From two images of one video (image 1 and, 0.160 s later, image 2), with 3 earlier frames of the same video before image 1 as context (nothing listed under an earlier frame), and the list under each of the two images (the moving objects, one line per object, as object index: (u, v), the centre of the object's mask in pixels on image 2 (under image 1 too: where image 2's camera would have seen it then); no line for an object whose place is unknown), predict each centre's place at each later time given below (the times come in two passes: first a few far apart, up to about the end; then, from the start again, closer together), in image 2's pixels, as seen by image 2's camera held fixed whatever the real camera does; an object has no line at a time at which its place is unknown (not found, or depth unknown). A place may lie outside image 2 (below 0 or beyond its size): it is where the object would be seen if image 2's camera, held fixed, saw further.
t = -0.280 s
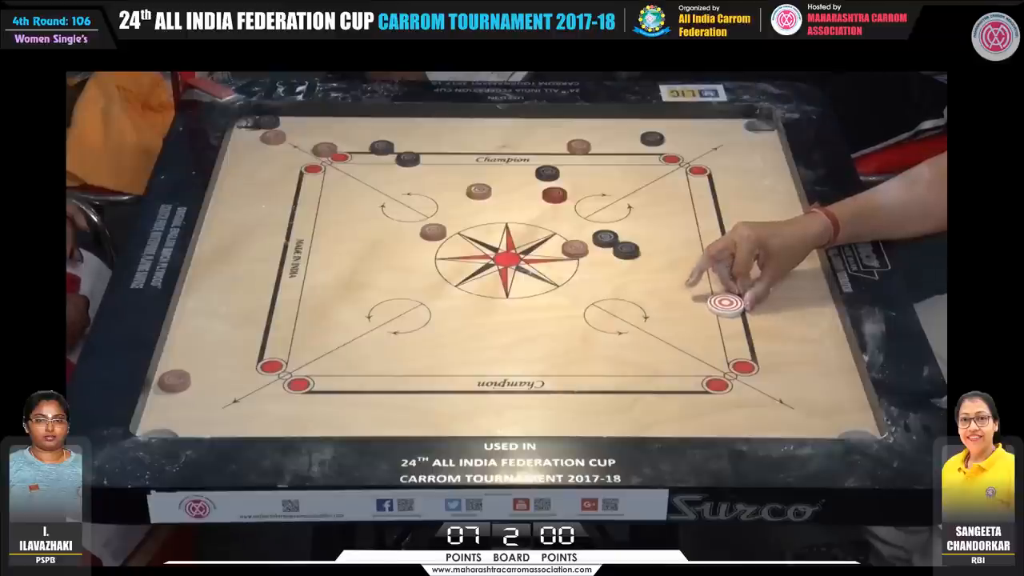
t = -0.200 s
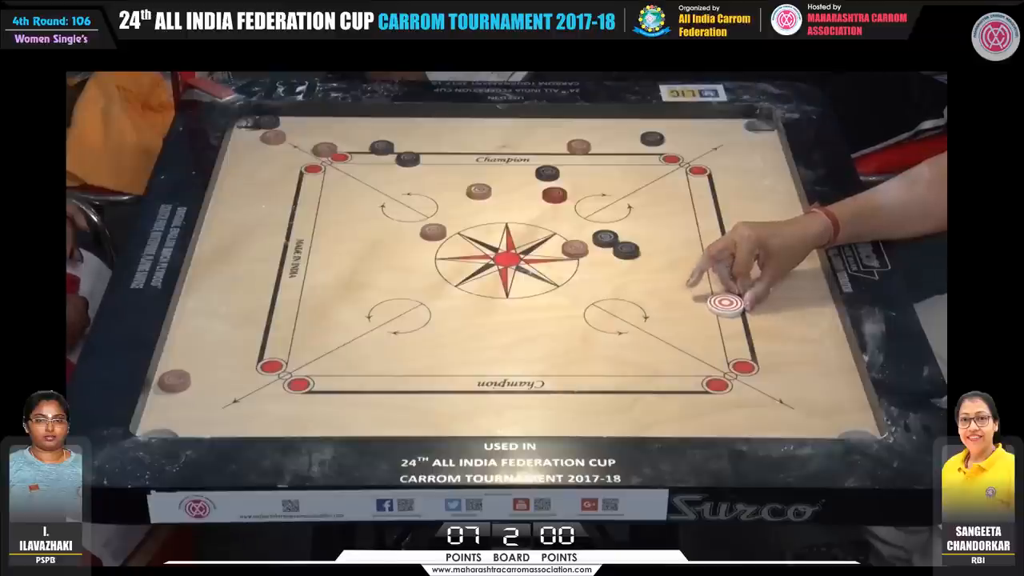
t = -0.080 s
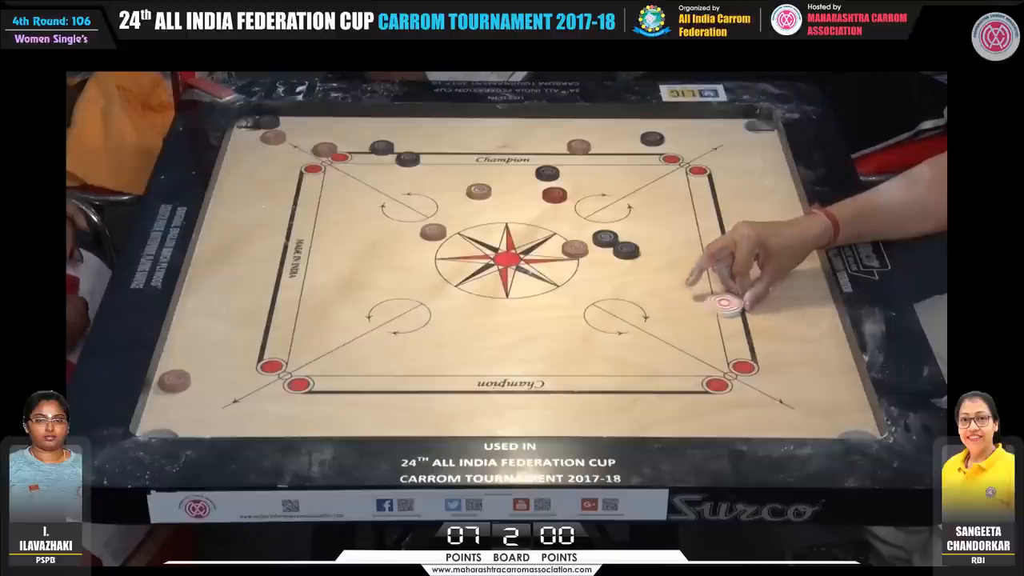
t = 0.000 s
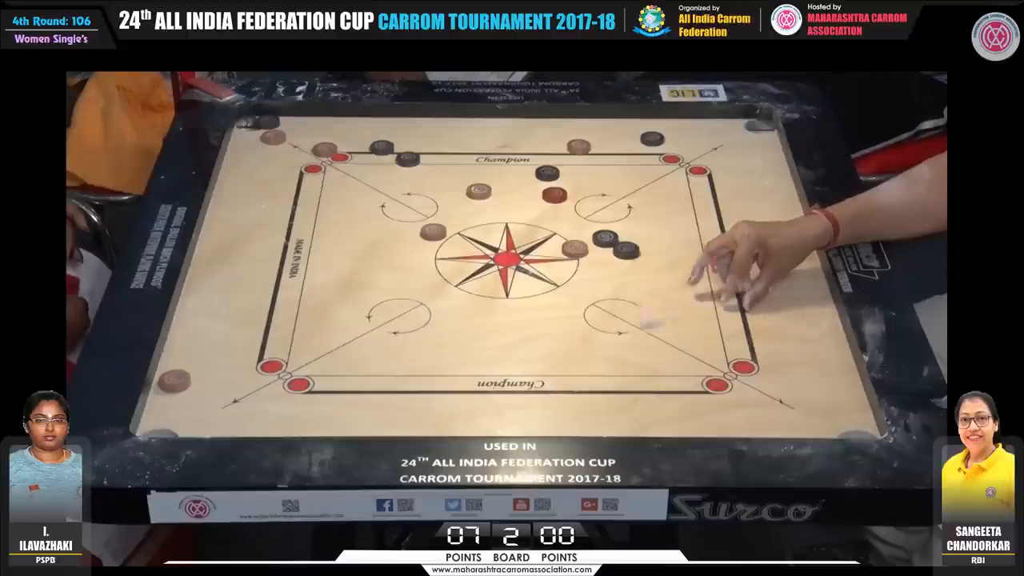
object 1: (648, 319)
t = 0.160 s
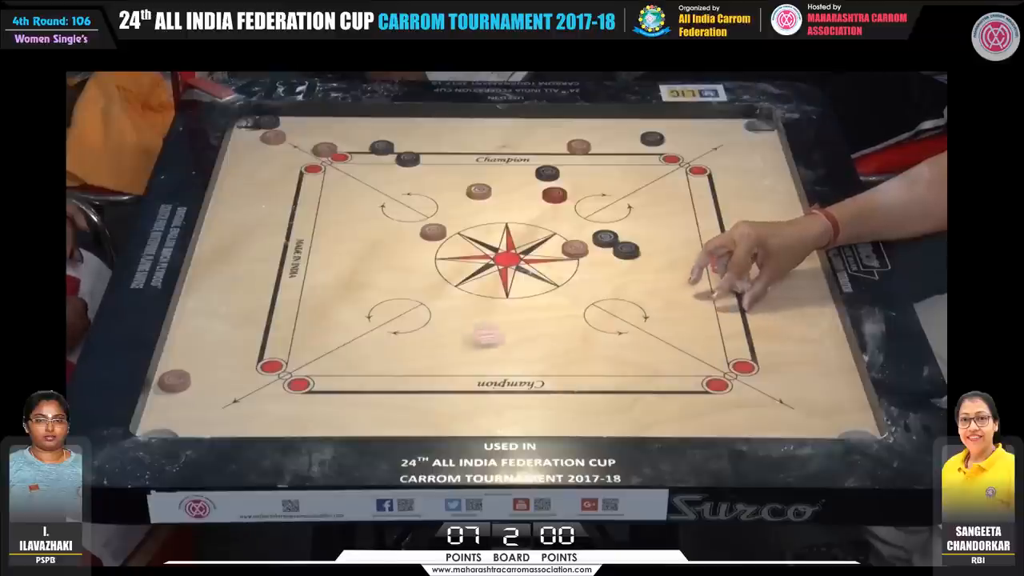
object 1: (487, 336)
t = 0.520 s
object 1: (213, 365)
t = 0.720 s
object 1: (197, 364)
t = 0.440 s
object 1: (265, 360)
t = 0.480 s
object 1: (236, 364)
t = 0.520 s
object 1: (213, 365)
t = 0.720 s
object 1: (197, 364)
